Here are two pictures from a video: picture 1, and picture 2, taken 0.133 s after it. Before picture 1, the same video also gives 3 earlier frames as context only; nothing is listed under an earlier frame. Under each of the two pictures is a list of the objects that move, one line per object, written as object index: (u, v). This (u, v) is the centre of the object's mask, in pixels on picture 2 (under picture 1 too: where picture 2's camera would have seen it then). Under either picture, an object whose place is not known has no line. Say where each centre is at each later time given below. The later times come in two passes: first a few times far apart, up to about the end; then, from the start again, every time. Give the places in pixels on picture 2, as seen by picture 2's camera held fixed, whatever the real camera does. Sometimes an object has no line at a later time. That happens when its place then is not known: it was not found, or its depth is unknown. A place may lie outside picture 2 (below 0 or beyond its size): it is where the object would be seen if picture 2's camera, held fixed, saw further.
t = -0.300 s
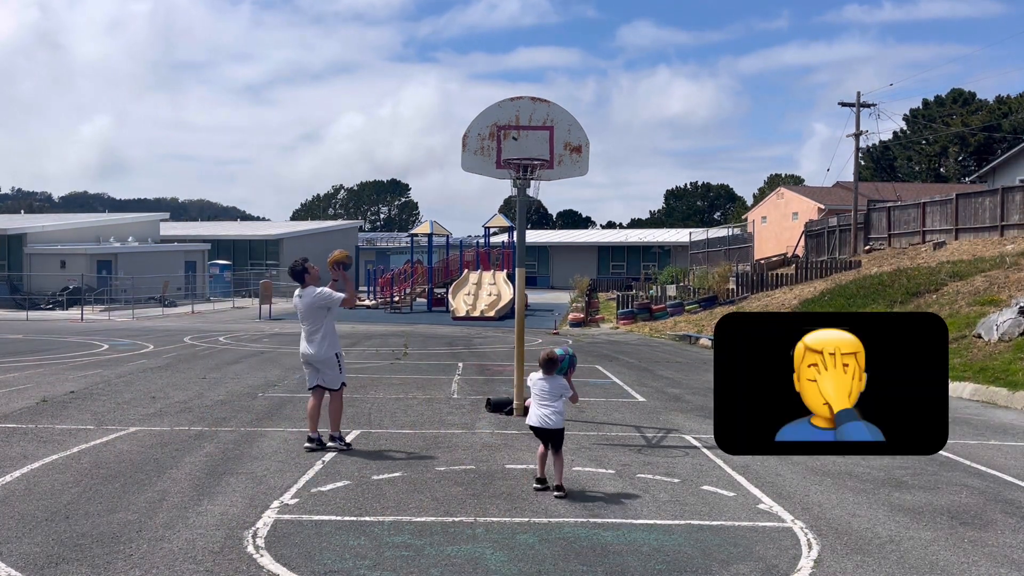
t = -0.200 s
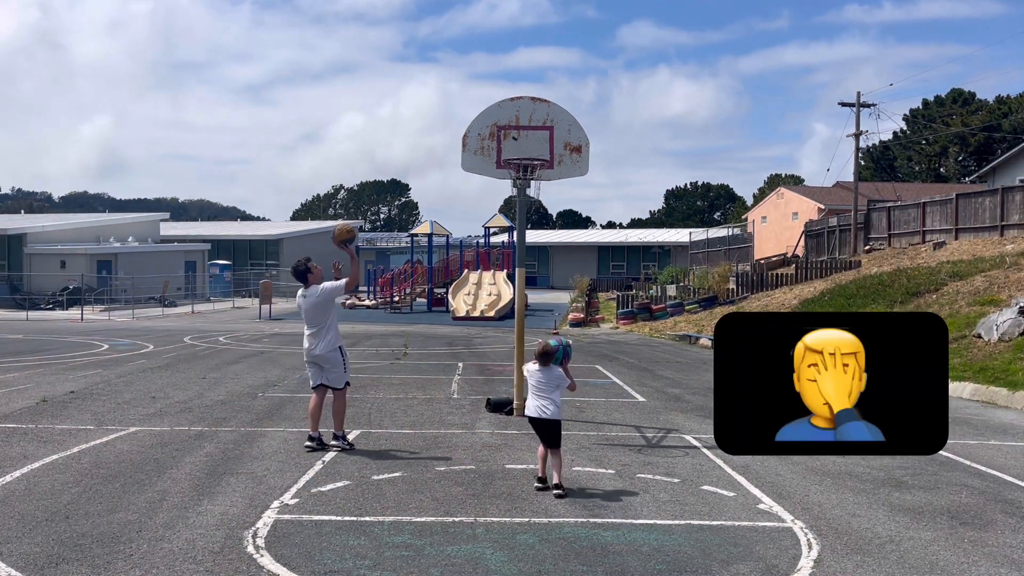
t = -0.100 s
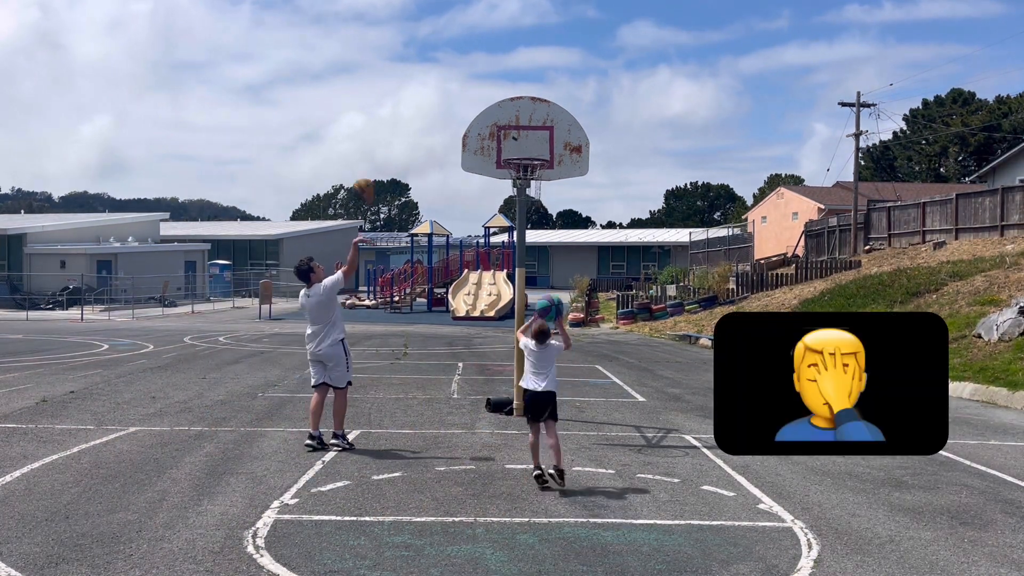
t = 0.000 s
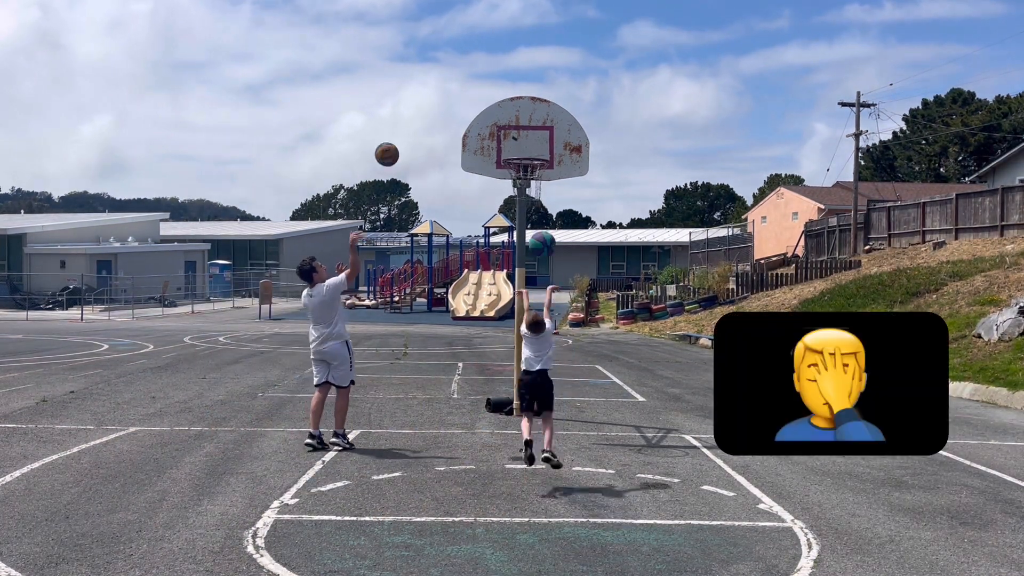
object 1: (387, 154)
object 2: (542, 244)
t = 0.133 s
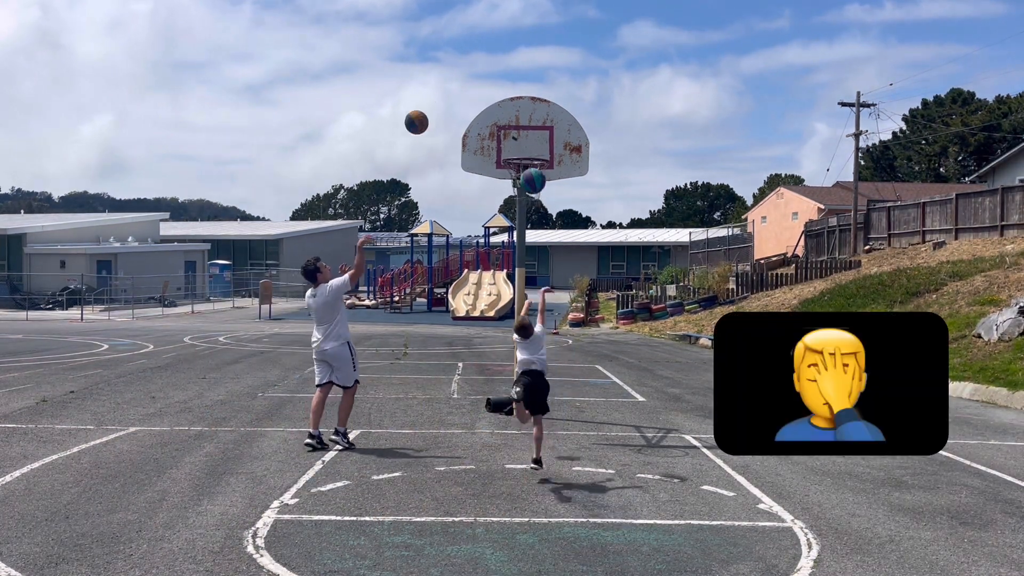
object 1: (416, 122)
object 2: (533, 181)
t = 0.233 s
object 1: (438, 110)
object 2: (526, 149)
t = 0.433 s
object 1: (478, 114)
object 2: (515, 122)
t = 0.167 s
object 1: (424, 117)
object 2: (530, 169)
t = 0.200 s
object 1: (431, 113)
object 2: (528, 159)
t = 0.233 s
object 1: (438, 110)
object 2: (526, 149)
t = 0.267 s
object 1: (445, 108)
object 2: (524, 141)
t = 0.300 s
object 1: (451, 107)
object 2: (522, 135)
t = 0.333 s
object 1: (458, 107)
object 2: (520, 130)
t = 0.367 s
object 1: (465, 108)
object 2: (519, 127)
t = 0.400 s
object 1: (472, 110)
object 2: (517, 124)
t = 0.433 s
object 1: (478, 114)
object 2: (515, 122)
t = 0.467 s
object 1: (485, 118)
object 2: (514, 121)
